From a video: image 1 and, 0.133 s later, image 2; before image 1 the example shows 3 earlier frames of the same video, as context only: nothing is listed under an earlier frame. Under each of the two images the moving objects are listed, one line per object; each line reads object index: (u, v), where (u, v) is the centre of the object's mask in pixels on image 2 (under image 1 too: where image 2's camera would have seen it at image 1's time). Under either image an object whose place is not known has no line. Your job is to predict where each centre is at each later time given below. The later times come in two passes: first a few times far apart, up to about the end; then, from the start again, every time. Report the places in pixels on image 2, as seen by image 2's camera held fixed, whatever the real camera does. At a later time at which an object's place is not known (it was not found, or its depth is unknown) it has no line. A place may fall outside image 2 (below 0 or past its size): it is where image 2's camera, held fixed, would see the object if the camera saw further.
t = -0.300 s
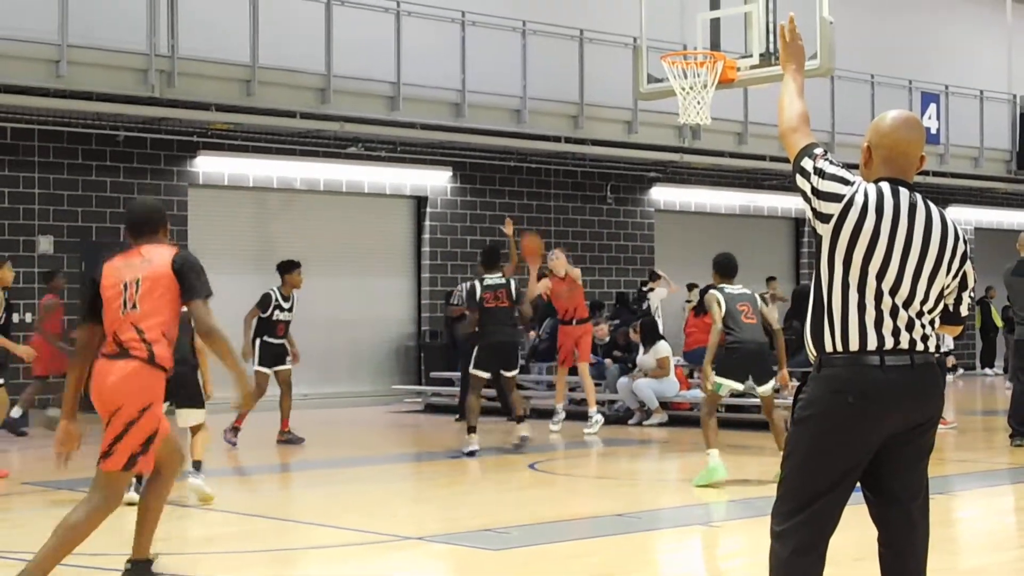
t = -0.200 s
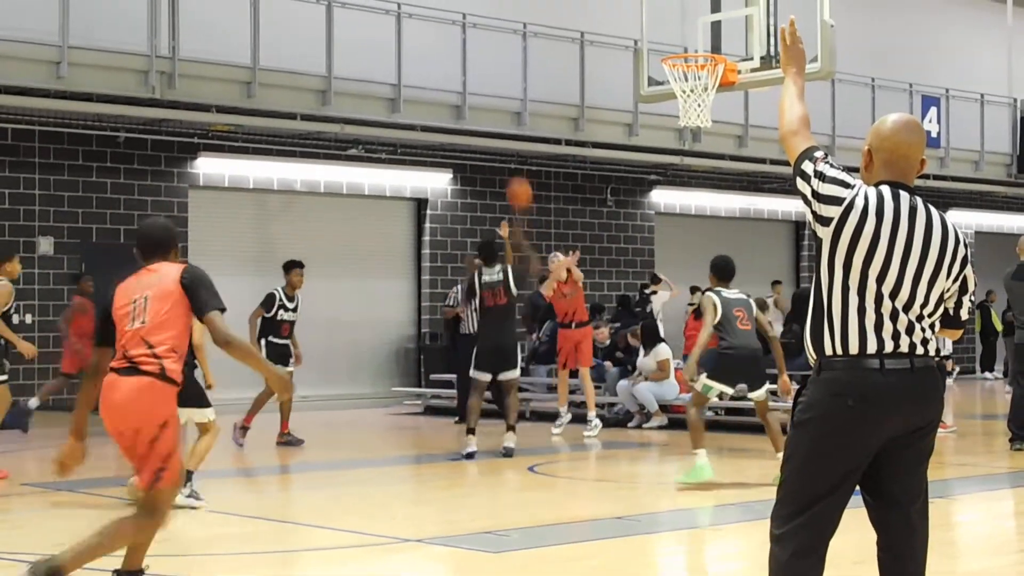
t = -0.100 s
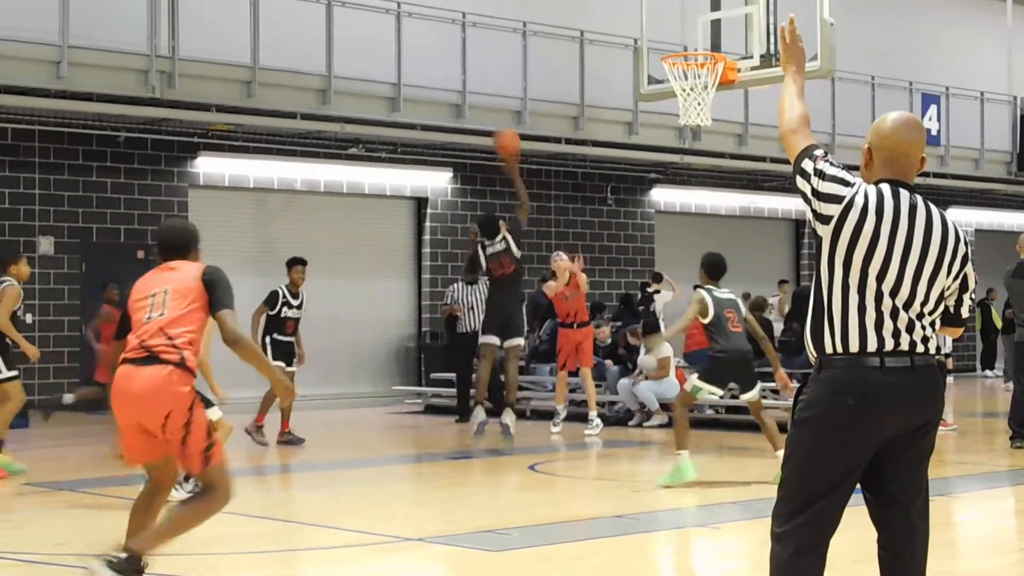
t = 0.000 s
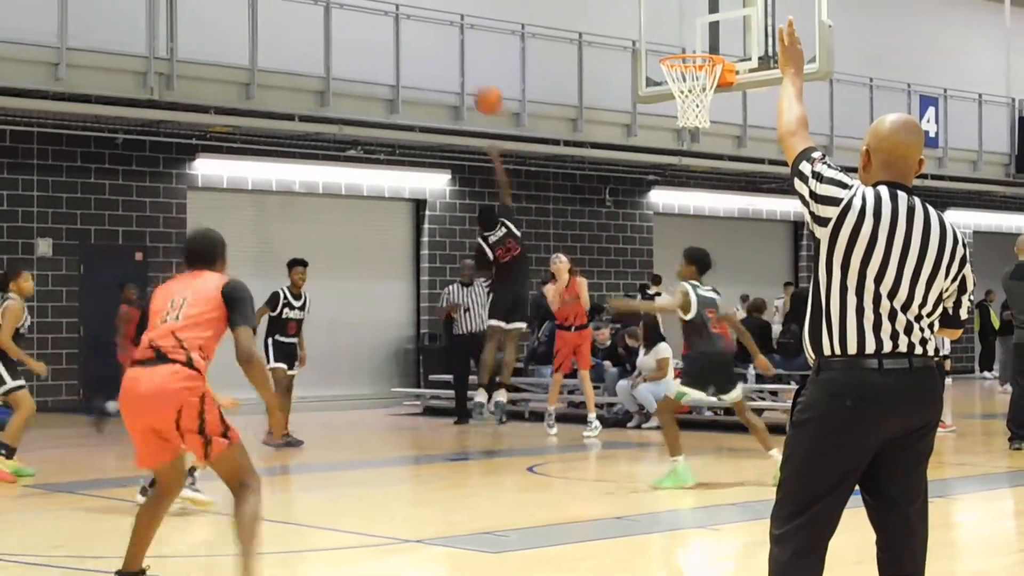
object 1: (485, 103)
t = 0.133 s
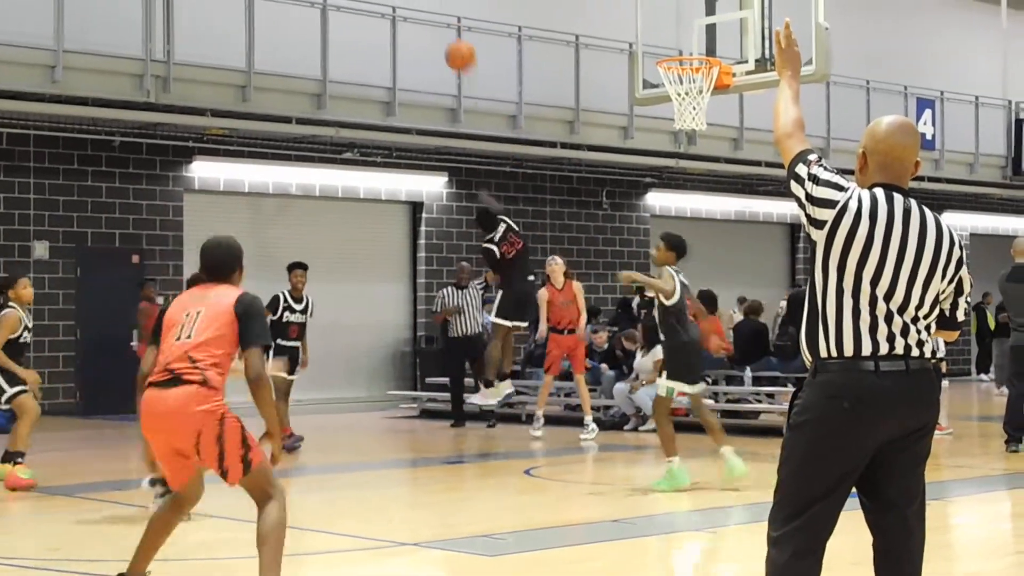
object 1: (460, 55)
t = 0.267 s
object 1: (433, 30)
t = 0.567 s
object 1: (359, 64)
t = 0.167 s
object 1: (453, 48)
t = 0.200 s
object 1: (447, 40)
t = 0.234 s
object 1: (440, 35)
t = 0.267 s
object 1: (433, 30)
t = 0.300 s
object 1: (424, 27)
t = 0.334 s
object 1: (417, 26)
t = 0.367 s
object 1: (409, 25)
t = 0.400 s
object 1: (401, 27)
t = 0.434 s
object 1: (393, 30)
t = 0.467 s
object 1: (385, 36)
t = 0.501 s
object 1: (376, 44)
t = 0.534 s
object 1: (368, 52)
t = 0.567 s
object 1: (359, 64)
